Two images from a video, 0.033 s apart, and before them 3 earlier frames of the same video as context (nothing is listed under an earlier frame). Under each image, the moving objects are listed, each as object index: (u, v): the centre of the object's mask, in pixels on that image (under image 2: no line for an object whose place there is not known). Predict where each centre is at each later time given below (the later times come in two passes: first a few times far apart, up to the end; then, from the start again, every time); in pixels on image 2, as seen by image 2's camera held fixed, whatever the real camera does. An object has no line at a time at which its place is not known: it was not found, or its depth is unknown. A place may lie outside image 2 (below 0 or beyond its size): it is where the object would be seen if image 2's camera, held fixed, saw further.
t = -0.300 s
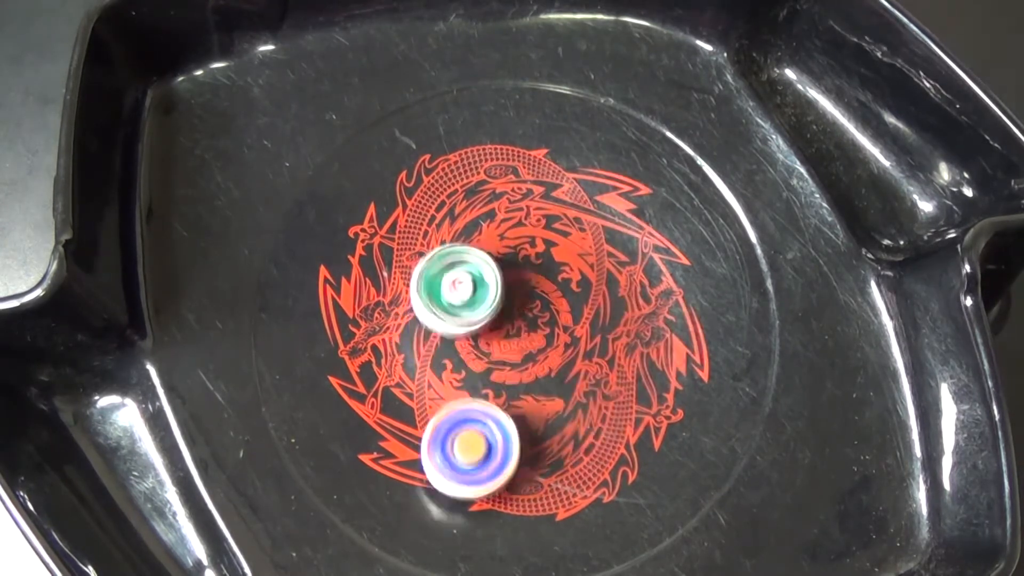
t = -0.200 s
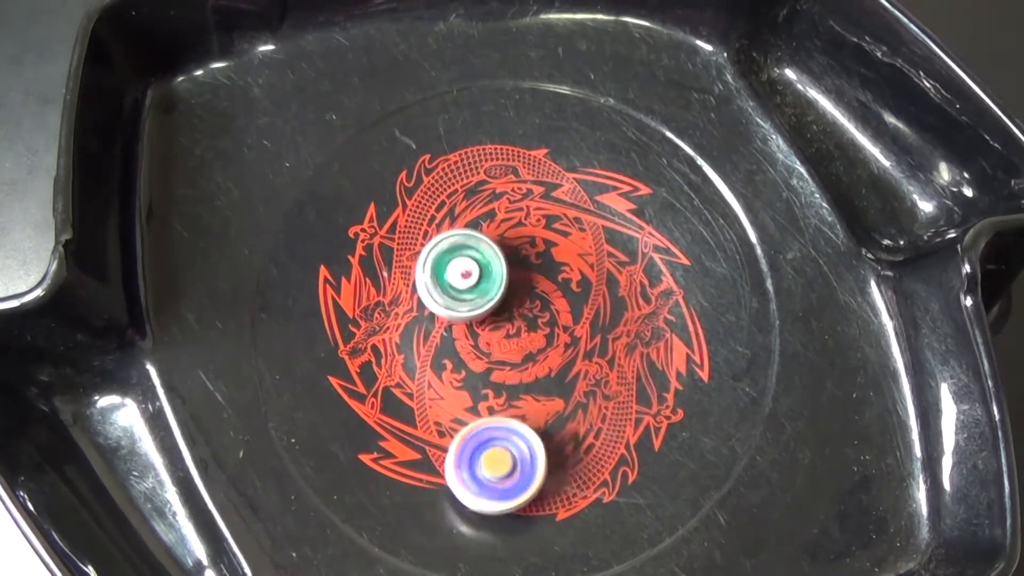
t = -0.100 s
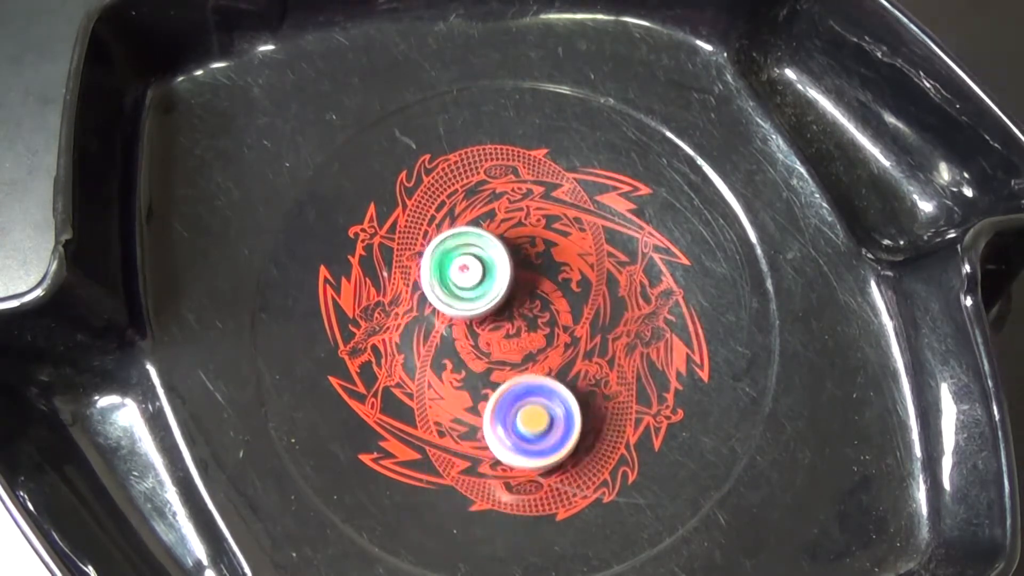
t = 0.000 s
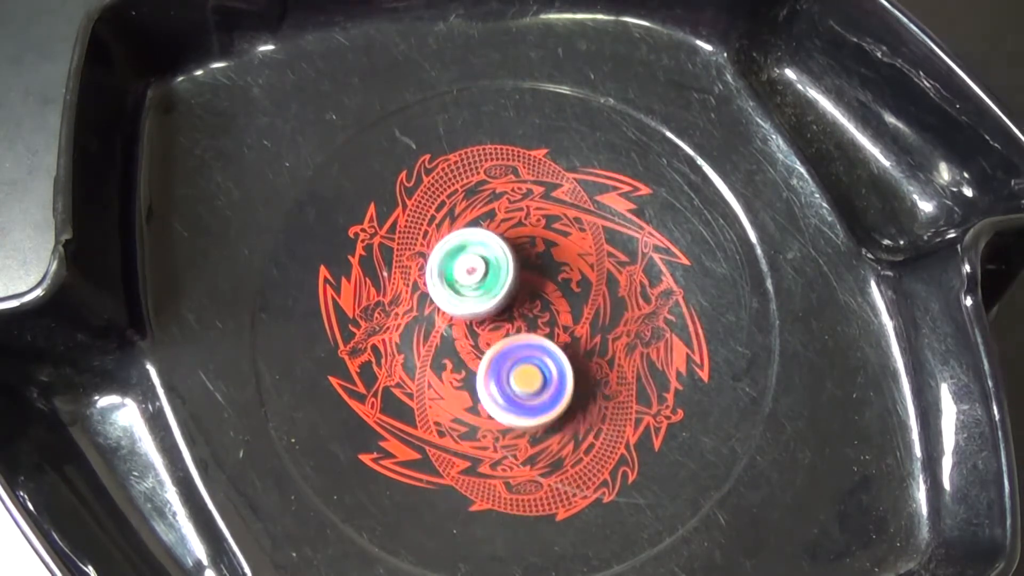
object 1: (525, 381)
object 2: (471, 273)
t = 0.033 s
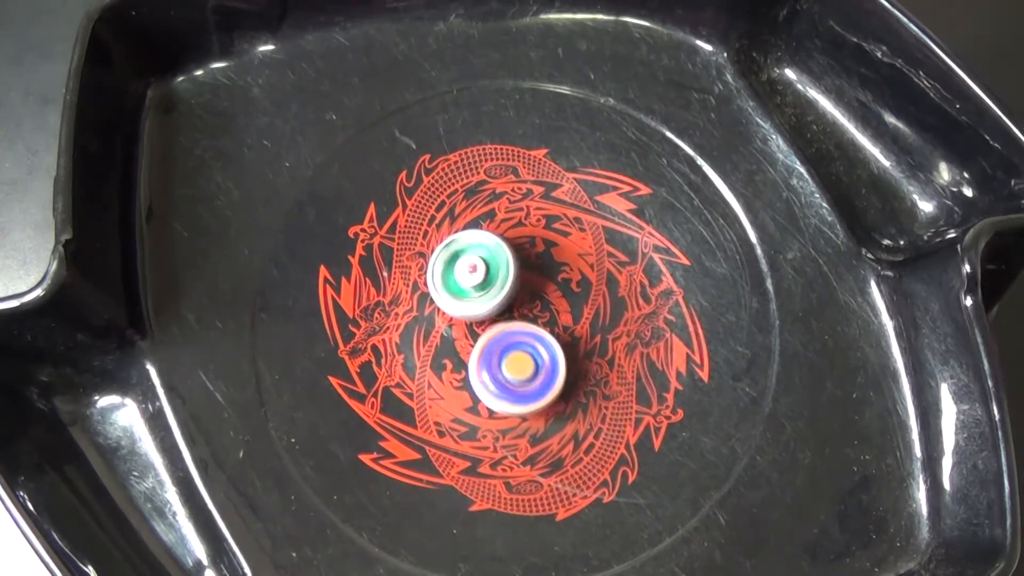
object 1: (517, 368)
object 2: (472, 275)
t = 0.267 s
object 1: (511, 364)
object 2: (479, 265)
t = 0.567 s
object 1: (520, 357)
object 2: (488, 264)
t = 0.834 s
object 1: (537, 357)
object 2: (485, 270)
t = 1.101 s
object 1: (548, 365)
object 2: (489, 266)
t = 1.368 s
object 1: (549, 372)
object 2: (492, 273)
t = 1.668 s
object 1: (544, 372)
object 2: (489, 272)
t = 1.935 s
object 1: (545, 365)
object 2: (495, 274)
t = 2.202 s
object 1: (554, 359)
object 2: (493, 277)
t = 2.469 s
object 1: (566, 361)
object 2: (496, 276)
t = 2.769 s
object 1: (572, 367)
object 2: (497, 280)
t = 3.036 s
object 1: (570, 370)
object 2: (499, 280)
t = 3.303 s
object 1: (568, 369)
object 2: (505, 283)
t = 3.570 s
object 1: (574, 363)
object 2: (505, 286)
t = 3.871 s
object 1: (584, 359)
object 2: (511, 288)
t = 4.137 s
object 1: (591, 363)
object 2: (516, 290)
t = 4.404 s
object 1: (592, 366)
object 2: (522, 290)
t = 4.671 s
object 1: (591, 367)
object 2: (527, 291)
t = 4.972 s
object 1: (595, 364)
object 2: (533, 290)
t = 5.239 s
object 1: (609, 372)
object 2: (538, 292)
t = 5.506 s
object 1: (611, 377)
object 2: (541, 288)
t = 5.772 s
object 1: (607, 376)
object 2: (543, 289)
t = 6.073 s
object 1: (606, 364)
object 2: (546, 289)
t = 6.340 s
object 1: (646, 351)
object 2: (541, 277)
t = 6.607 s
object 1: (628, 324)
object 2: (539, 267)
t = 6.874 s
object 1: (638, 350)
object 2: (549, 267)
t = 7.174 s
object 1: (625, 346)
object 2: (538, 292)
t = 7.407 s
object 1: (619, 339)
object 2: (519, 270)
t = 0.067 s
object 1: (511, 359)
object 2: (473, 274)
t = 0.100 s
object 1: (511, 363)
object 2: (476, 266)
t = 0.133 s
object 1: (511, 366)
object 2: (482, 266)
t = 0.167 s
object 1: (510, 365)
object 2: (480, 268)
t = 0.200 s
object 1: (510, 365)
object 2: (478, 266)
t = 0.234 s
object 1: (511, 365)
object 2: (479, 266)
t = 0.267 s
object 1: (511, 364)
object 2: (479, 265)
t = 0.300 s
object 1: (512, 363)
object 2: (480, 263)
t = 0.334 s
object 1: (512, 362)
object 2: (481, 262)
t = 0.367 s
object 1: (513, 361)
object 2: (481, 261)
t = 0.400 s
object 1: (514, 360)
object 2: (482, 261)
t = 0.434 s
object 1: (515, 360)
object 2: (484, 262)
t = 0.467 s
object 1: (516, 359)
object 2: (485, 262)
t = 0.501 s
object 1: (518, 358)
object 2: (487, 262)
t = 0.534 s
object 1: (519, 358)
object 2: (488, 263)
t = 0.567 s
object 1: (520, 357)
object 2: (488, 264)
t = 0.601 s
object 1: (522, 357)
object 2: (490, 267)
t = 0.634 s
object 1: (524, 357)
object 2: (490, 268)
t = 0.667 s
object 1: (526, 357)
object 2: (490, 268)
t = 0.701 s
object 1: (529, 356)
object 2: (488, 269)
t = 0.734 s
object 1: (531, 356)
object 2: (487, 270)
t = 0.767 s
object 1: (533, 356)
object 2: (487, 271)
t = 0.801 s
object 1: (535, 357)
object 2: (486, 271)
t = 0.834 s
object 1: (537, 357)
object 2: (485, 270)
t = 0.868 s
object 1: (539, 358)
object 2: (484, 270)
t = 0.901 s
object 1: (540, 359)
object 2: (484, 269)
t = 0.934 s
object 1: (542, 360)
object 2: (484, 269)
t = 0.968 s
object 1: (543, 361)
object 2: (485, 268)
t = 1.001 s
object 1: (545, 362)
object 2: (485, 266)
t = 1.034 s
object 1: (546, 363)
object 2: (485, 266)
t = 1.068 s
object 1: (547, 364)
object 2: (487, 266)
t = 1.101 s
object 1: (548, 365)
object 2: (489, 266)
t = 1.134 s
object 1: (548, 366)
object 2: (489, 266)
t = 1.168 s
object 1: (549, 367)
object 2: (491, 266)
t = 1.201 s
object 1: (549, 368)
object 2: (491, 267)
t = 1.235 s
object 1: (549, 369)
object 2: (493, 269)
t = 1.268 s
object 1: (549, 369)
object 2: (493, 269)
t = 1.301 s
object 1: (549, 370)
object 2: (493, 270)
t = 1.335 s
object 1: (549, 371)
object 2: (493, 271)
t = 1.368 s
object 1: (549, 372)
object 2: (492, 273)
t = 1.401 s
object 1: (549, 372)
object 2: (492, 273)
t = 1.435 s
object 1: (548, 373)
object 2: (492, 274)
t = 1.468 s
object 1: (548, 373)
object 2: (490, 273)
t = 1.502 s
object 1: (547, 373)
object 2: (490, 273)
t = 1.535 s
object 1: (547, 373)
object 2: (489, 274)
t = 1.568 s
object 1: (546, 373)
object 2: (489, 273)
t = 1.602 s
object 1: (545, 373)
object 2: (489, 272)
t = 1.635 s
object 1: (545, 372)
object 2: (489, 272)
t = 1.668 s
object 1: (544, 372)
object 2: (489, 272)
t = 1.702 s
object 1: (544, 371)
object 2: (490, 271)
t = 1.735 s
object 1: (544, 370)
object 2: (490, 271)
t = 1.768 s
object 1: (544, 369)
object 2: (491, 271)
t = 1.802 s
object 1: (544, 368)
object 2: (493, 272)
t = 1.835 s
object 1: (544, 368)
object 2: (494, 272)
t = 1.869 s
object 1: (544, 367)
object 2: (494, 272)
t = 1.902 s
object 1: (545, 366)
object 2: (494, 273)
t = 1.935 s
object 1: (545, 365)
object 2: (495, 274)
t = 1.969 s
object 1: (546, 364)
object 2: (495, 274)
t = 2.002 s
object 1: (547, 363)
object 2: (495, 275)
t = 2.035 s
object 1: (548, 362)
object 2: (494, 276)
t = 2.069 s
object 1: (549, 362)
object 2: (494, 276)
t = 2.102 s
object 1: (550, 361)
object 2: (494, 277)
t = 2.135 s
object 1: (551, 360)
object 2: (493, 276)
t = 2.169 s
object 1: (553, 360)
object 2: (493, 276)
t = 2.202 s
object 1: (554, 359)
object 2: (493, 277)
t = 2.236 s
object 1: (555, 359)
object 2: (493, 276)
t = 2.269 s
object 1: (557, 359)
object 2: (492, 275)
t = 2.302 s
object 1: (559, 359)
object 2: (492, 275)
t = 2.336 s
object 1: (560, 359)
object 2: (494, 275)
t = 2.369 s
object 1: (562, 360)
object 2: (494, 275)
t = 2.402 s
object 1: (563, 360)
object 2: (494, 275)
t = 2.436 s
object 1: (564, 361)
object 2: (495, 276)
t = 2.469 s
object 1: (566, 361)
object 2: (496, 276)
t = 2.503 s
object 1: (567, 362)
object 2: (496, 276)
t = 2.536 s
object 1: (568, 363)
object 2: (497, 277)
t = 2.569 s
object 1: (569, 363)
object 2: (498, 278)
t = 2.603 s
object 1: (569, 364)
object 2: (498, 278)
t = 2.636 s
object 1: (570, 365)
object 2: (498, 279)
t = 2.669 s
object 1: (571, 365)
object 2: (497, 280)
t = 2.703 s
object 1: (572, 366)
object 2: (498, 280)
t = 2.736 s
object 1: (572, 366)
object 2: (498, 280)
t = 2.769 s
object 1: (572, 367)
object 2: (497, 280)
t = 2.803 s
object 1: (572, 368)
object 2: (497, 281)
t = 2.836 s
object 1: (572, 368)
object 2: (498, 281)
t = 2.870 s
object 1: (572, 369)
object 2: (497, 280)
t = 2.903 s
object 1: (572, 369)
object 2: (497, 280)
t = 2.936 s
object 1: (571, 369)
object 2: (498, 281)
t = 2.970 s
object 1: (571, 370)
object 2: (499, 280)
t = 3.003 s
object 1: (571, 370)
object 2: (498, 280)
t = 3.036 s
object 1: (570, 370)
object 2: (499, 280)
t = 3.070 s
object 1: (570, 370)
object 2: (500, 280)
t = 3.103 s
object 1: (569, 370)
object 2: (500, 280)
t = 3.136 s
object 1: (569, 371)
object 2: (501, 281)
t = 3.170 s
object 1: (569, 372)
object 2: (502, 281)
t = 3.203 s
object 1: (568, 372)
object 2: (503, 281)
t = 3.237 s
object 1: (568, 371)
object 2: (503, 282)
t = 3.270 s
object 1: (568, 370)
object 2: (504, 282)
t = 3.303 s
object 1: (568, 369)
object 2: (505, 283)
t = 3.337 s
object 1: (569, 369)
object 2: (504, 283)
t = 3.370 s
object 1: (569, 368)
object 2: (504, 285)
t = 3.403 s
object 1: (569, 367)
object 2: (505, 285)
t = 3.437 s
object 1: (570, 366)
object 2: (504, 285)
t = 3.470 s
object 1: (571, 365)
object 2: (505, 286)
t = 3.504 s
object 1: (572, 364)
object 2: (505, 286)
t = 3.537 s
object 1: (573, 363)
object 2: (505, 285)
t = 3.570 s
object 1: (574, 363)
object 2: (505, 286)
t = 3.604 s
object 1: (575, 362)
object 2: (506, 286)
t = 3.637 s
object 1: (576, 361)
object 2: (507, 286)
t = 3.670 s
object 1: (577, 361)
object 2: (507, 286)
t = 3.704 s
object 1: (578, 361)
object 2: (508, 287)
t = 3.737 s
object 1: (580, 360)
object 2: (509, 286)
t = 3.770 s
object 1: (581, 360)
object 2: (509, 287)
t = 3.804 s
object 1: (582, 360)
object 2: (510, 288)
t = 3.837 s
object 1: (583, 359)
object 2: (511, 288)
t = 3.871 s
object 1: (584, 359)
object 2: (511, 288)
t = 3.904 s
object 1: (585, 359)
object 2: (512, 289)
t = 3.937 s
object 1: (586, 360)
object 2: (513, 289)
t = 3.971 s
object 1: (588, 360)
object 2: (513, 288)
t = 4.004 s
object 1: (588, 360)
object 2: (514, 290)
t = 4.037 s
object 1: (589, 361)
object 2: (514, 290)
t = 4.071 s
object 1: (590, 362)
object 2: (514, 290)
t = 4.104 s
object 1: (590, 362)
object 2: (515, 290)
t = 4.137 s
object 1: (591, 363)
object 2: (516, 290)
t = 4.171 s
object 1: (592, 363)
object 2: (516, 289)
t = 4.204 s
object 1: (592, 364)
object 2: (517, 291)
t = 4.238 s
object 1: (592, 364)
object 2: (518, 290)
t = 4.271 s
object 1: (592, 364)
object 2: (518, 289)
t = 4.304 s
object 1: (592, 365)
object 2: (520, 290)
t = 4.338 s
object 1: (592, 365)
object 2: (520, 290)
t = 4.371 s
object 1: (592, 365)
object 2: (520, 289)
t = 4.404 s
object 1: (592, 366)
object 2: (522, 290)
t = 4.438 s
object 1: (592, 366)
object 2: (522, 290)
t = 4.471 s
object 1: (592, 367)
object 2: (522, 290)
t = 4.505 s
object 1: (592, 368)
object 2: (524, 291)
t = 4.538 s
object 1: (592, 368)
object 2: (524, 291)
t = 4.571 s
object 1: (592, 369)
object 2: (525, 291)
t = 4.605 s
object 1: (592, 369)
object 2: (526, 291)
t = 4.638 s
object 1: (591, 368)
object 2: (526, 291)
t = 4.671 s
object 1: (591, 367)
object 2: (527, 291)
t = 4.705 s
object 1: (591, 367)
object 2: (528, 292)
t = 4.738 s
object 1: (591, 366)
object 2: (528, 291)
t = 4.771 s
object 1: (591, 365)
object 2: (529, 292)
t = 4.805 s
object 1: (592, 366)
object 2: (529, 291)
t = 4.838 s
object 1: (593, 367)
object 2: (531, 289)
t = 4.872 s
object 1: (594, 367)
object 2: (532, 292)
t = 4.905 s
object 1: (594, 366)
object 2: (530, 292)
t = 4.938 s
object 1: (595, 365)
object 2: (530, 289)
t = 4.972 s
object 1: (595, 364)
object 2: (533, 290)
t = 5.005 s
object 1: (596, 364)
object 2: (533, 290)
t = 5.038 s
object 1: (598, 362)
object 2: (532, 290)
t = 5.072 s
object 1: (598, 362)
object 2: (534, 288)
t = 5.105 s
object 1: (599, 362)
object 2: (536, 289)
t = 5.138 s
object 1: (605, 368)
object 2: (534, 285)
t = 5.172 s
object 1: (607, 371)
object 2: (541, 282)
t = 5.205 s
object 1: (608, 372)
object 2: (543, 289)
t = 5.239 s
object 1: (609, 372)
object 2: (538, 292)
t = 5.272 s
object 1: (610, 373)
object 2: (535, 286)
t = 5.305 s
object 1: (610, 374)
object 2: (539, 284)
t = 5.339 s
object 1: (611, 374)
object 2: (542, 288)
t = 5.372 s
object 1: (611, 375)
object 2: (537, 289)
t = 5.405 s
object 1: (612, 376)
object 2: (536, 285)
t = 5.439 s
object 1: (611, 376)
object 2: (541, 282)
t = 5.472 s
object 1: (611, 377)
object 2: (543, 286)
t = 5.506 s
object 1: (611, 377)
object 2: (541, 288)
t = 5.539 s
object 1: (611, 378)
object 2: (540, 285)
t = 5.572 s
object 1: (611, 379)
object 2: (544, 286)
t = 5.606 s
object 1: (610, 379)
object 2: (546, 289)
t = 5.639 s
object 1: (610, 378)
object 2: (542, 290)
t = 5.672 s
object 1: (609, 378)
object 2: (541, 288)
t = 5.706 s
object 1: (608, 377)
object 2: (544, 286)
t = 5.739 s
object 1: (608, 377)
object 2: (544, 289)
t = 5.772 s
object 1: (607, 376)
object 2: (543, 289)
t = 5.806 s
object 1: (606, 375)
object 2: (541, 286)
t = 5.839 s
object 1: (606, 374)
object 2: (544, 286)
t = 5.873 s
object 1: (606, 373)
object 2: (546, 286)
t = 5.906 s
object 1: (605, 372)
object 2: (545, 288)
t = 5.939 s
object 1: (605, 370)
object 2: (546, 287)
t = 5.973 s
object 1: (605, 369)
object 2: (547, 287)
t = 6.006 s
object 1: (605, 368)
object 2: (549, 289)
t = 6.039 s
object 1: (606, 366)
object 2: (547, 289)
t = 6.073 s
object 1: (606, 364)
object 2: (546, 289)
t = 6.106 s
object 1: (607, 363)
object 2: (549, 287)
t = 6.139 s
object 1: (625, 386)
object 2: (541, 270)
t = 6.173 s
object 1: (638, 400)
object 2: (545, 265)
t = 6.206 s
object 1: (645, 402)
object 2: (549, 270)
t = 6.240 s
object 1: (648, 394)
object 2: (548, 275)
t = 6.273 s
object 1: (649, 381)
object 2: (545, 276)
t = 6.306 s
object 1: (649, 366)
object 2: (541, 277)
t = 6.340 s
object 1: (646, 351)
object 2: (541, 277)
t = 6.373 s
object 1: (642, 341)
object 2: (537, 276)
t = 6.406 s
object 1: (636, 334)
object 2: (536, 276)
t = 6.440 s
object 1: (633, 330)
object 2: (535, 274)
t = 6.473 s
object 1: (632, 329)
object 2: (533, 273)
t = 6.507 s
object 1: (631, 328)
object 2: (534, 270)
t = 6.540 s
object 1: (630, 326)
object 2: (535, 269)
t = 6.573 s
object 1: (629, 325)
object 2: (537, 268)
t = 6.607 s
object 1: (628, 324)
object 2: (539, 267)
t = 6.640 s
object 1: (627, 323)
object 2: (542, 266)
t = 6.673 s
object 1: (625, 321)
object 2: (544, 265)
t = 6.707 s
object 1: (624, 320)
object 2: (548, 263)
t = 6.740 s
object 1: (623, 319)
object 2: (550, 263)
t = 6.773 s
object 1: (632, 326)
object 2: (550, 258)
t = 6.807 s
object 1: (642, 339)
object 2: (548, 257)
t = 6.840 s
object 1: (643, 347)
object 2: (548, 262)
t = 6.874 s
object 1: (638, 350)
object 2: (549, 267)
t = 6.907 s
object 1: (633, 350)
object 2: (548, 271)
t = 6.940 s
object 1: (630, 348)
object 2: (549, 273)
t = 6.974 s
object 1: (628, 347)
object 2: (549, 276)
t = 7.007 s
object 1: (628, 347)
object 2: (549, 280)
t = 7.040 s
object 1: (628, 347)
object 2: (549, 282)
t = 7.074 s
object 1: (627, 347)
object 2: (548, 284)
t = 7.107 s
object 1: (626, 347)
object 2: (547, 286)
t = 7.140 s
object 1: (626, 347)
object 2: (543, 290)
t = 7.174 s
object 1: (625, 346)
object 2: (538, 292)
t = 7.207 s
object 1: (624, 346)
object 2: (535, 292)
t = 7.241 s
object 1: (623, 345)
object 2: (528, 291)
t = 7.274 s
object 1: (622, 344)
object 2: (524, 288)
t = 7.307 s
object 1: (622, 344)
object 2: (519, 282)
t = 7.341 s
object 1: (621, 343)
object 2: (518, 277)
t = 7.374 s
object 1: (620, 341)
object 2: (517, 273)
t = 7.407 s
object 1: (619, 339)
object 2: (519, 270)
